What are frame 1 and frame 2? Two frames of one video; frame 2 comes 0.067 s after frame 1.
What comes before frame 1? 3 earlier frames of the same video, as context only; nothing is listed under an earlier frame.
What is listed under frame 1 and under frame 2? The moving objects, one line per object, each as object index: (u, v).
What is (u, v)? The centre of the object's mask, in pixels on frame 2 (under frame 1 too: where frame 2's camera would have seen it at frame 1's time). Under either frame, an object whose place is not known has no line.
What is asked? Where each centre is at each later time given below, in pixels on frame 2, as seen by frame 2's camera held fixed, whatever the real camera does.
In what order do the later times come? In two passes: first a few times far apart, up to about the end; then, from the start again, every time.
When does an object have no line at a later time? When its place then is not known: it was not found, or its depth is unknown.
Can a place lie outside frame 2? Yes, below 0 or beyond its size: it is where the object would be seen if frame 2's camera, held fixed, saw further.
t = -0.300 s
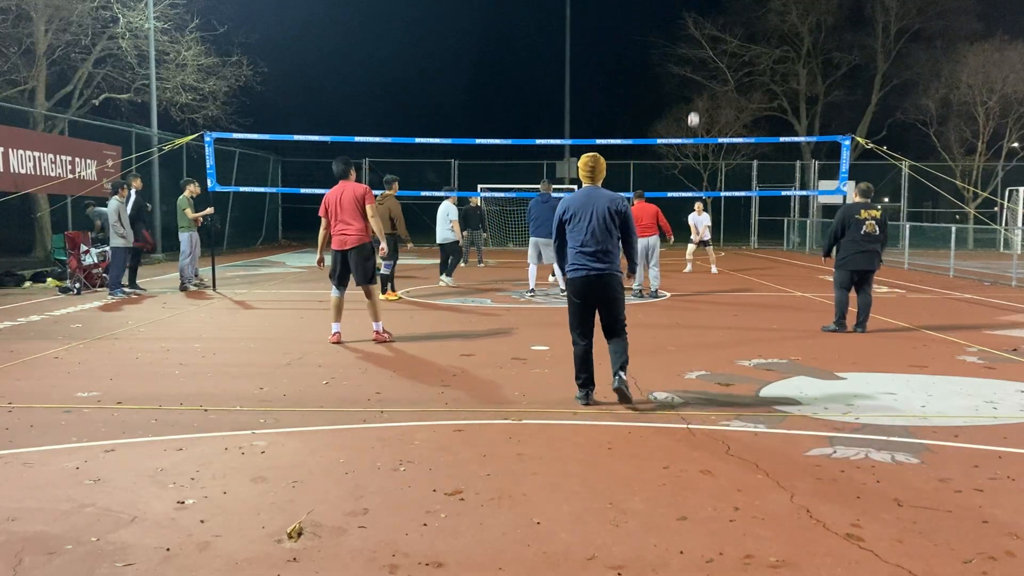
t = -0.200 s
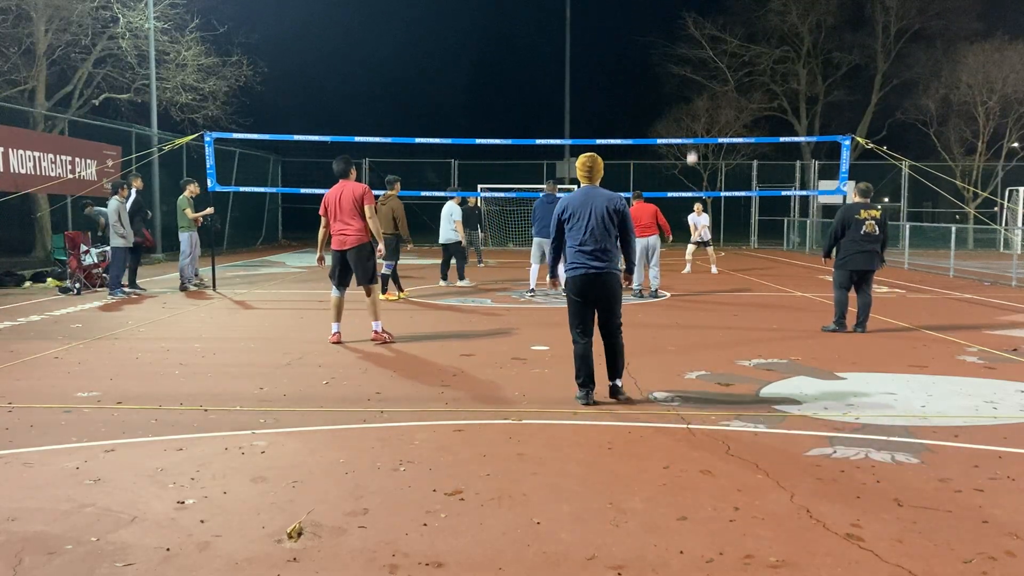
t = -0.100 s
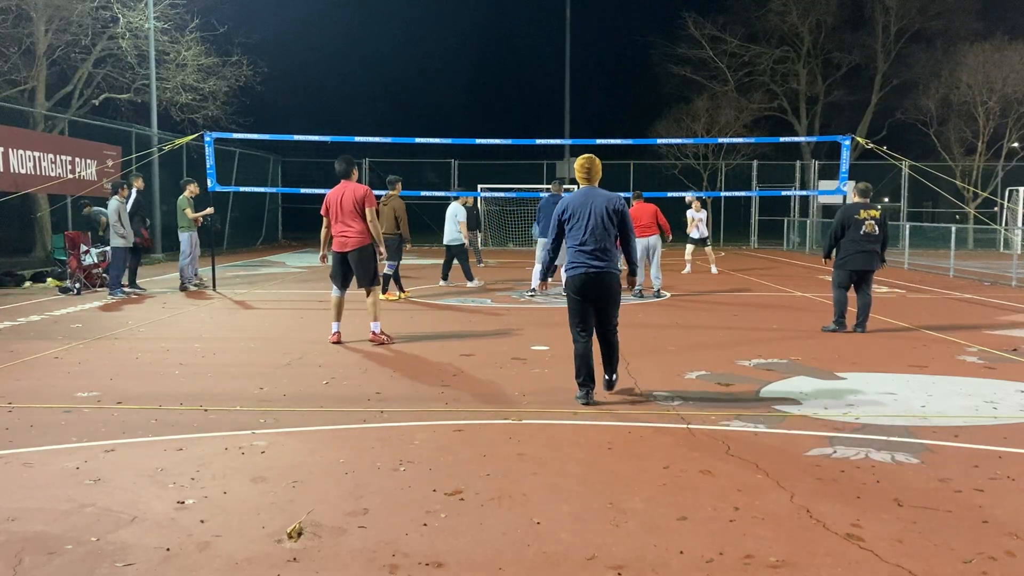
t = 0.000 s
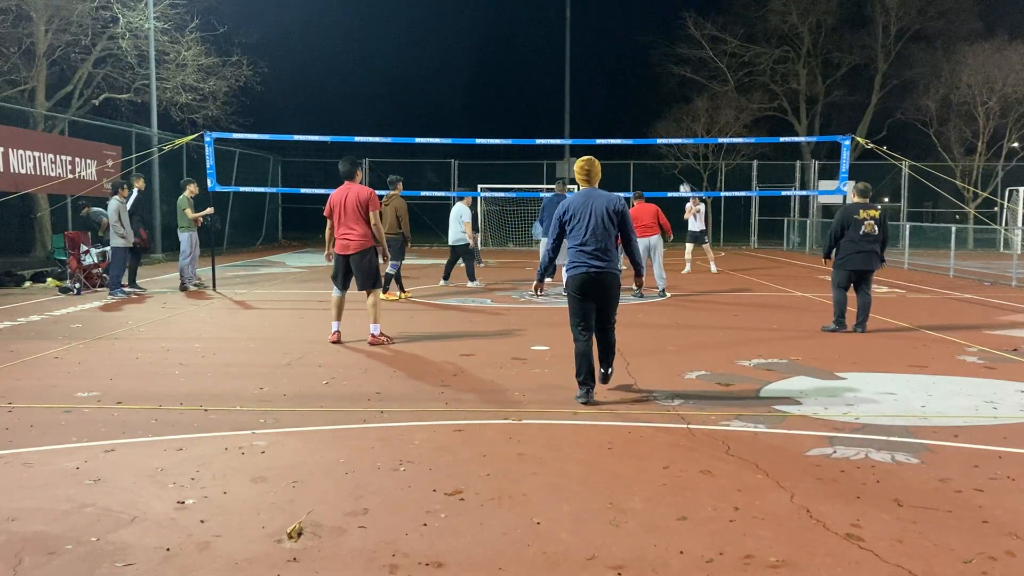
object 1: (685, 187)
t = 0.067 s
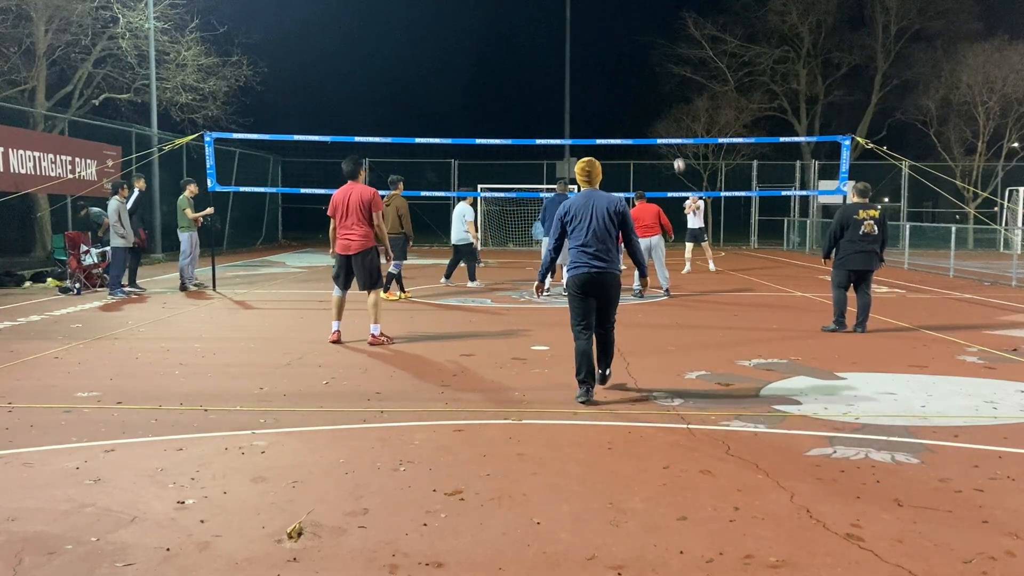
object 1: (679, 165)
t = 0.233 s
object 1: (664, 111)
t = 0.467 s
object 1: (641, 58)
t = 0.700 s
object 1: (617, 31)
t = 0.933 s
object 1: (591, 34)
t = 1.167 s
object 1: (564, 68)
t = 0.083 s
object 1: (677, 159)
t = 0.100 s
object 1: (676, 153)
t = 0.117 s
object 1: (675, 149)
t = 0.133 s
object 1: (674, 146)
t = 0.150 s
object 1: (671, 134)
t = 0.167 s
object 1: (670, 130)
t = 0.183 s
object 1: (668, 126)
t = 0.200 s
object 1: (667, 121)
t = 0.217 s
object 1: (665, 116)
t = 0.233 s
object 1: (664, 111)
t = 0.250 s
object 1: (662, 106)
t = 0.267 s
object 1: (660, 102)
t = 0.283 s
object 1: (659, 97)
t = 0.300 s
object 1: (657, 93)
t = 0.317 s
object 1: (656, 89)
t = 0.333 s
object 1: (654, 85)
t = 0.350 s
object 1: (652, 81)
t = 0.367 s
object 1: (650, 77)
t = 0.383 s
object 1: (649, 73)
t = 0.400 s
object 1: (647, 70)
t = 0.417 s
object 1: (646, 67)
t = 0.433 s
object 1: (644, 63)
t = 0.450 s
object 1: (642, 60)
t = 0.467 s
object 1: (641, 58)
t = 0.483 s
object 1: (639, 55)
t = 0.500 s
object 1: (637, 52)
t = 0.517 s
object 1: (636, 50)
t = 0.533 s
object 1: (634, 47)
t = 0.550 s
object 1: (632, 45)
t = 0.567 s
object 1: (631, 43)
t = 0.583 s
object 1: (629, 41)
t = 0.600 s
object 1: (627, 38)
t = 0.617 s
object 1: (625, 37)
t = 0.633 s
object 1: (624, 36)
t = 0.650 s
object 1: (622, 34)
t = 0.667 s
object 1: (620, 33)
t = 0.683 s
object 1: (618, 32)
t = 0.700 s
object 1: (617, 31)
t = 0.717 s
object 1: (615, 30)
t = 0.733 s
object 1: (613, 30)
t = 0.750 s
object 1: (611, 29)
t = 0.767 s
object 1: (610, 29)
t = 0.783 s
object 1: (608, 28)
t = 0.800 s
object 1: (606, 29)
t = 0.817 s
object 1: (604, 29)
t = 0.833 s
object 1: (602, 29)
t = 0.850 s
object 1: (600, 29)
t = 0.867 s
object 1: (599, 30)
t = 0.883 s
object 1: (597, 31)
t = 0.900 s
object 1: (595, 31)
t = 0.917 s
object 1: (593, 32)
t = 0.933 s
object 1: (591, 34)
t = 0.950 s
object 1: (589, 35)
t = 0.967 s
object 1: (587, 37)
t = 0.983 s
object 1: (585, 38)
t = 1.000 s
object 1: (583, 40)
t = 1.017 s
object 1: (581, 42)
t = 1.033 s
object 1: (580, 44)
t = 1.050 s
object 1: (578, 47)
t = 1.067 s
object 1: (576, 49)
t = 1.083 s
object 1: (574, 52)
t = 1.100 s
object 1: (572, 55)
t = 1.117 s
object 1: (570, 58)
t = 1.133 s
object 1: (568, 61)
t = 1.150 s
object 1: (566, 64)
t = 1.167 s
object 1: (564, 68)
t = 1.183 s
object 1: (562, 72)
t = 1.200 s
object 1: (560, 76)
